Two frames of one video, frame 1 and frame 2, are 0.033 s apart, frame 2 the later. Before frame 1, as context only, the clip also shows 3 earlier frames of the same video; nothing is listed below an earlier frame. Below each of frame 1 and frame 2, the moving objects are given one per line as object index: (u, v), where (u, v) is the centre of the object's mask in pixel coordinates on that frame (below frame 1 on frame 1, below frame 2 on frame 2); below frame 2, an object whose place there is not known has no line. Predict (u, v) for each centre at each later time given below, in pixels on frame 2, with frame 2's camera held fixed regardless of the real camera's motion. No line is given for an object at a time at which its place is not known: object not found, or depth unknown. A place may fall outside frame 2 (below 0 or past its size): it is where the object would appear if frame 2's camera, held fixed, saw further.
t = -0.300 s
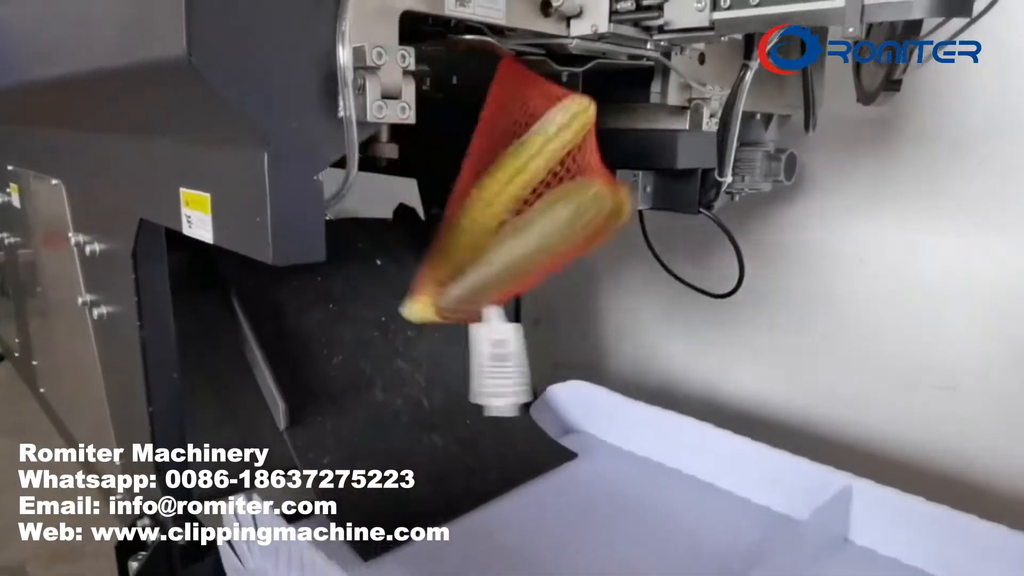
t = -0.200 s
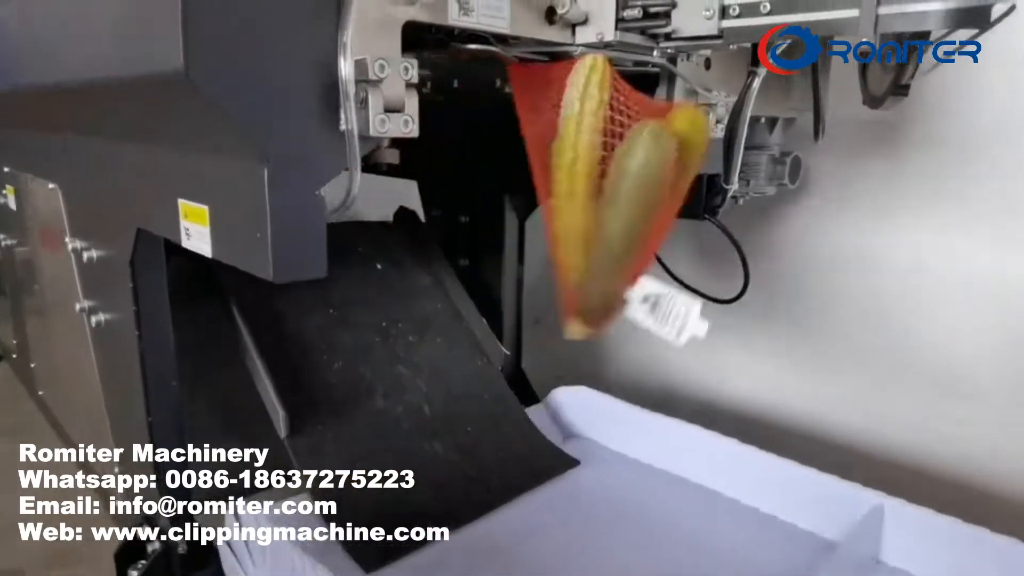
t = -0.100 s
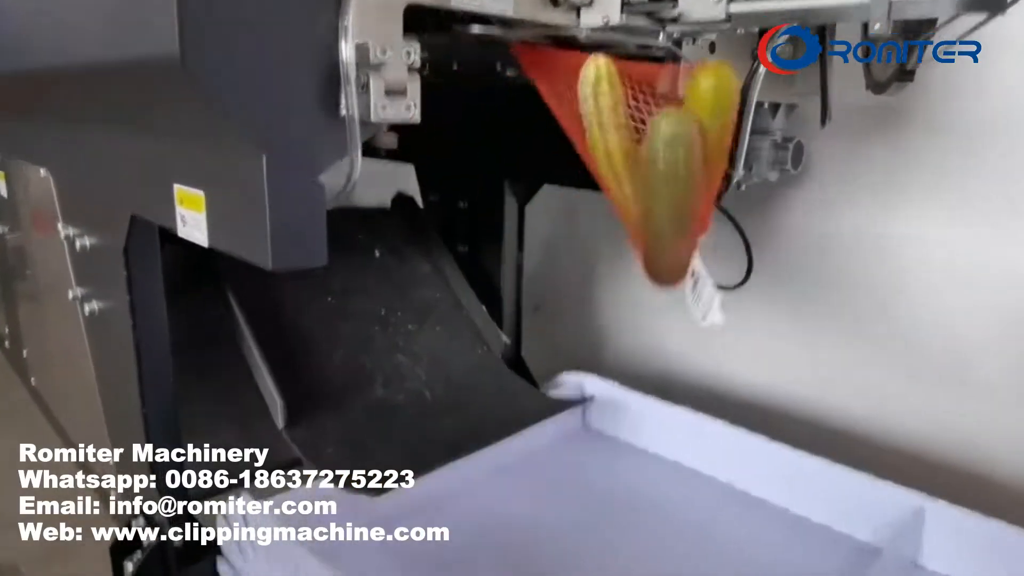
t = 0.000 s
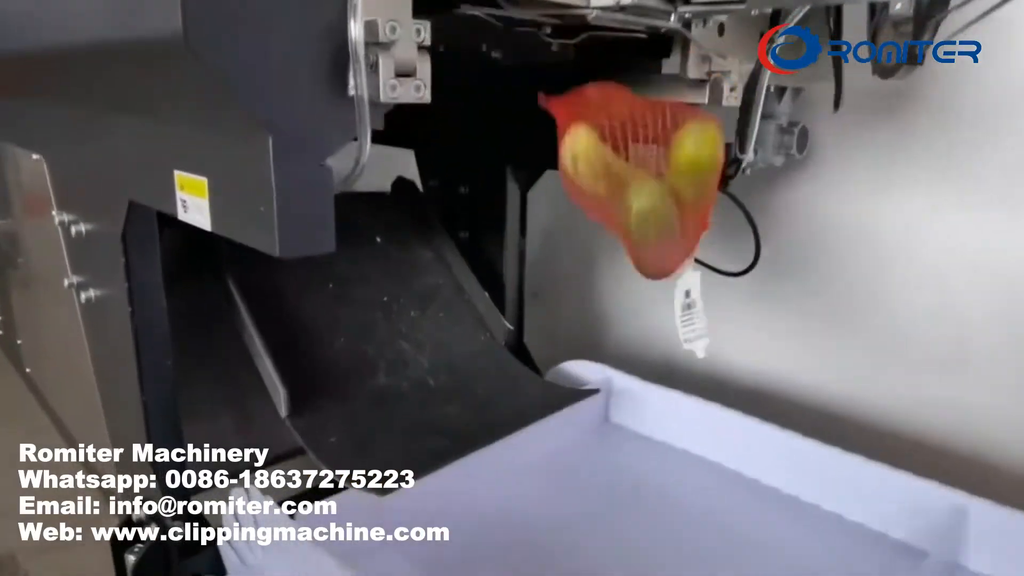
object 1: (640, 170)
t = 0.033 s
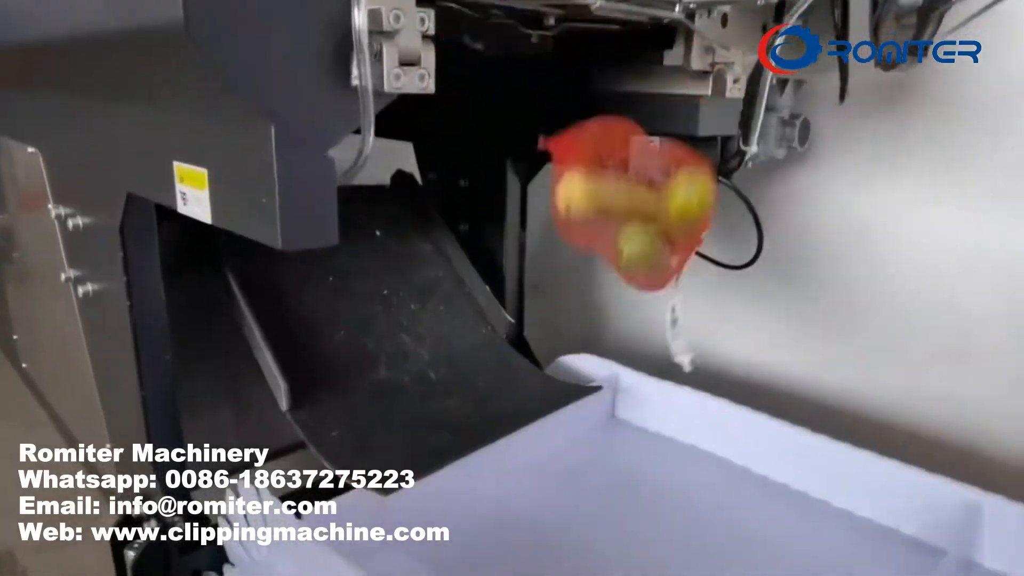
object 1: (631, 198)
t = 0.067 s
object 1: (618, 247)
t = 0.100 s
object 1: (613, 302)
